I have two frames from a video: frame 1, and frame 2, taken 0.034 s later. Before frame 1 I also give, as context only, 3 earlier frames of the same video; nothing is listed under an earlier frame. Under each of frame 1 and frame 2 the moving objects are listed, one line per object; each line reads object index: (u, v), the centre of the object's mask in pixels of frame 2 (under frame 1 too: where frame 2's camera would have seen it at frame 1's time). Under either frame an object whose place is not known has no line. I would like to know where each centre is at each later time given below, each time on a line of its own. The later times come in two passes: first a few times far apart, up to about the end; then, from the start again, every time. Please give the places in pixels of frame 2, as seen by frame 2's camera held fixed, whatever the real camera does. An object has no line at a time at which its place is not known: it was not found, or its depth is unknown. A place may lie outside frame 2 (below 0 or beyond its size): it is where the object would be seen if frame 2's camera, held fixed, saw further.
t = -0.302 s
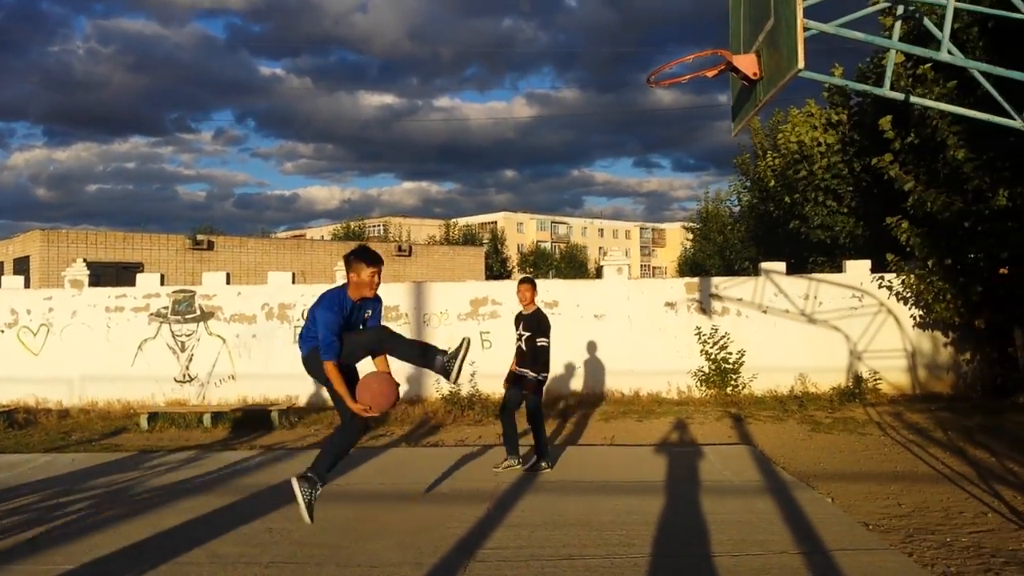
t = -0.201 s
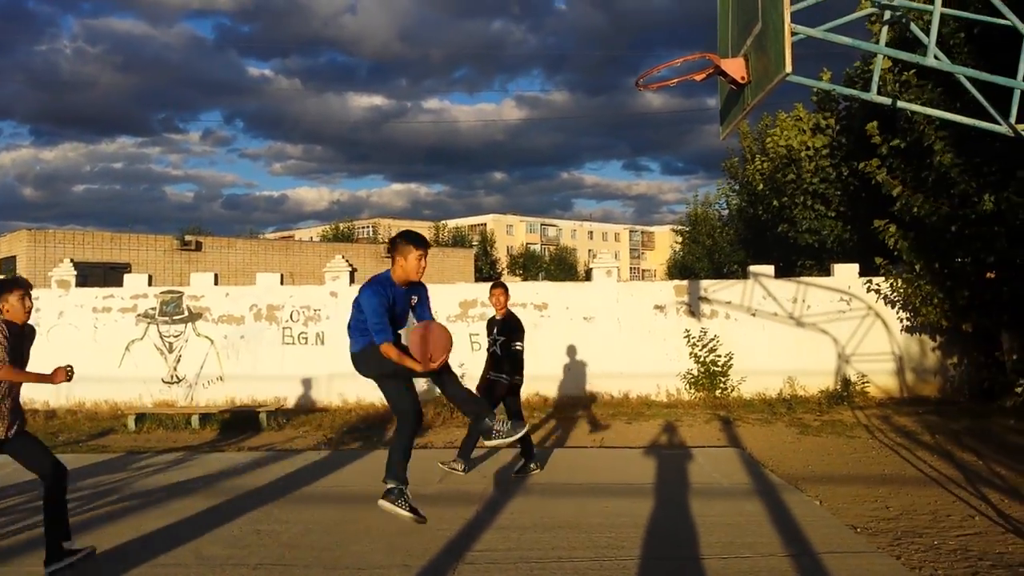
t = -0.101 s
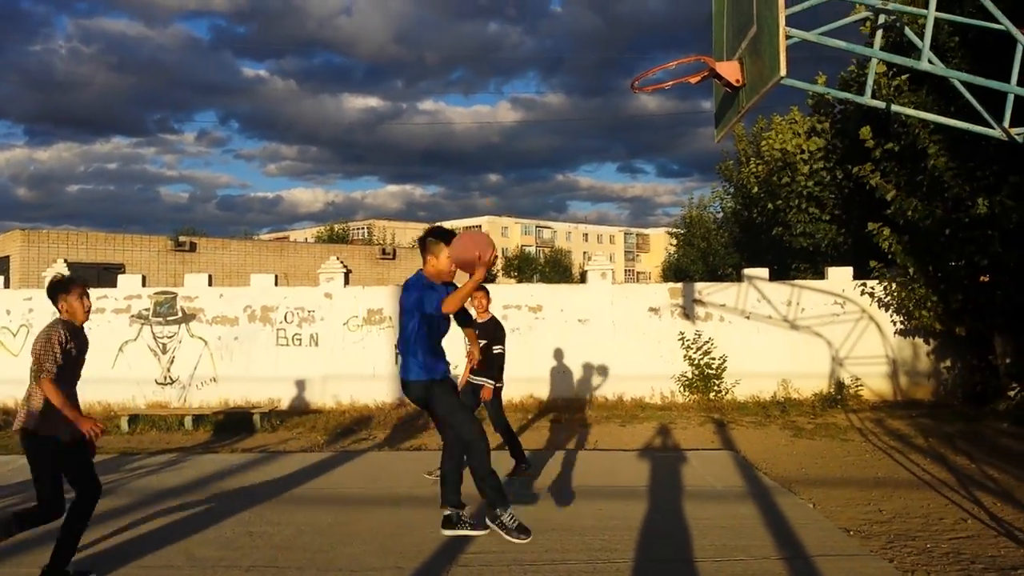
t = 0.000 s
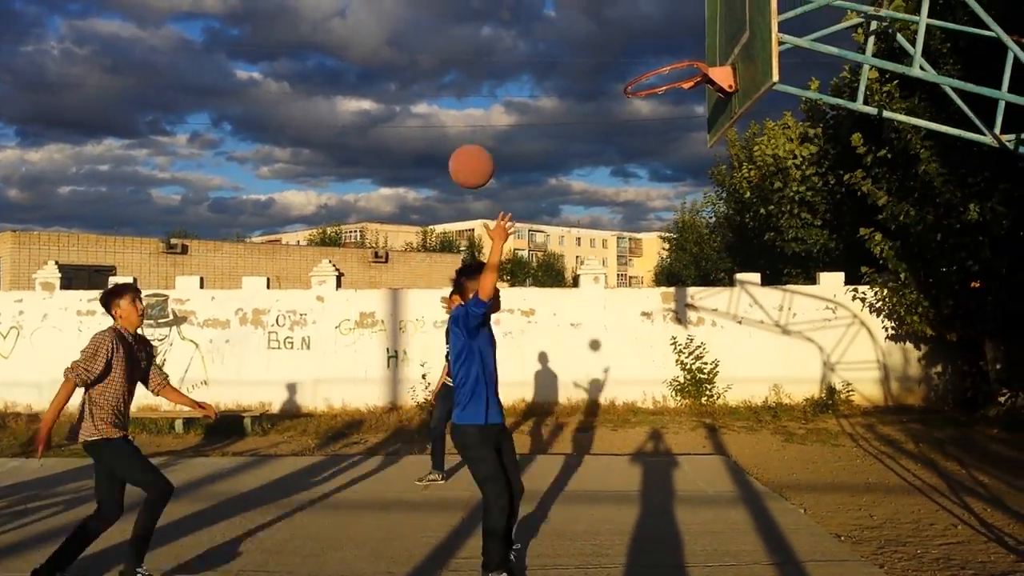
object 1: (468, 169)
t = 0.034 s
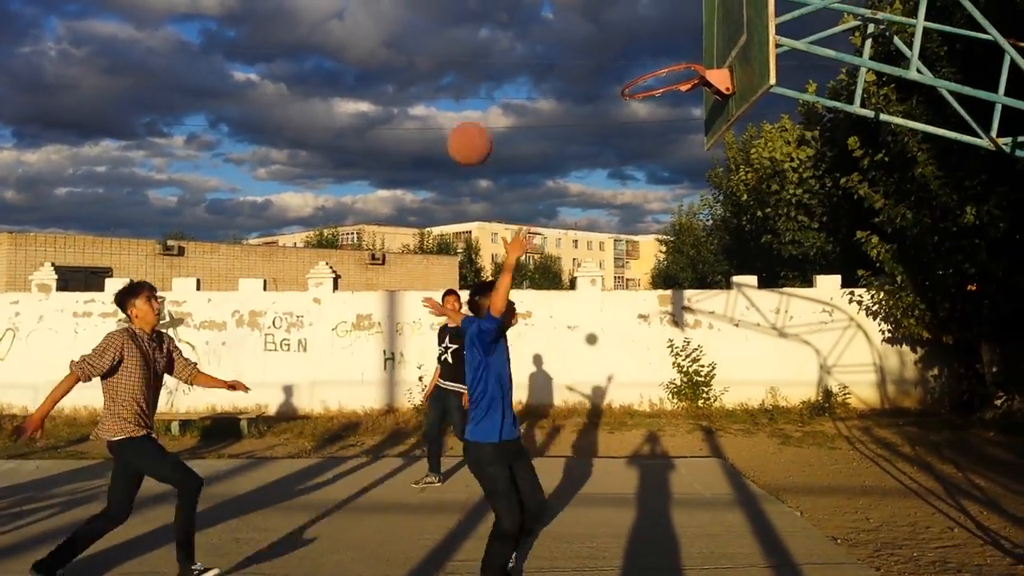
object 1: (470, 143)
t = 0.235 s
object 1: (476, 39)
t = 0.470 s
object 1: (481, 10)
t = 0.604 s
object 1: (488, 33)
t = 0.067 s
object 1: (470, 122)
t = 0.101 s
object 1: (471, 101)
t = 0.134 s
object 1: (472, 83)
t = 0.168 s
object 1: (472, 67)
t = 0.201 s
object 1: (473, 52)
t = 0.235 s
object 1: (476, 39)
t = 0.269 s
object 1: (477, 29)
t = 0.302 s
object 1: (477, 22)
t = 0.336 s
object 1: (477, 16)
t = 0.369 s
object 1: (478, 12)
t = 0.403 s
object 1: (479, 9)
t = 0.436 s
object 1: (480, 9)
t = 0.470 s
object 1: (481, 10)
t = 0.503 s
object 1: (481, 13)
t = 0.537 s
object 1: (482, 17)
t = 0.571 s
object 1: (485, 23)
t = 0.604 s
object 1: (488, 33)
